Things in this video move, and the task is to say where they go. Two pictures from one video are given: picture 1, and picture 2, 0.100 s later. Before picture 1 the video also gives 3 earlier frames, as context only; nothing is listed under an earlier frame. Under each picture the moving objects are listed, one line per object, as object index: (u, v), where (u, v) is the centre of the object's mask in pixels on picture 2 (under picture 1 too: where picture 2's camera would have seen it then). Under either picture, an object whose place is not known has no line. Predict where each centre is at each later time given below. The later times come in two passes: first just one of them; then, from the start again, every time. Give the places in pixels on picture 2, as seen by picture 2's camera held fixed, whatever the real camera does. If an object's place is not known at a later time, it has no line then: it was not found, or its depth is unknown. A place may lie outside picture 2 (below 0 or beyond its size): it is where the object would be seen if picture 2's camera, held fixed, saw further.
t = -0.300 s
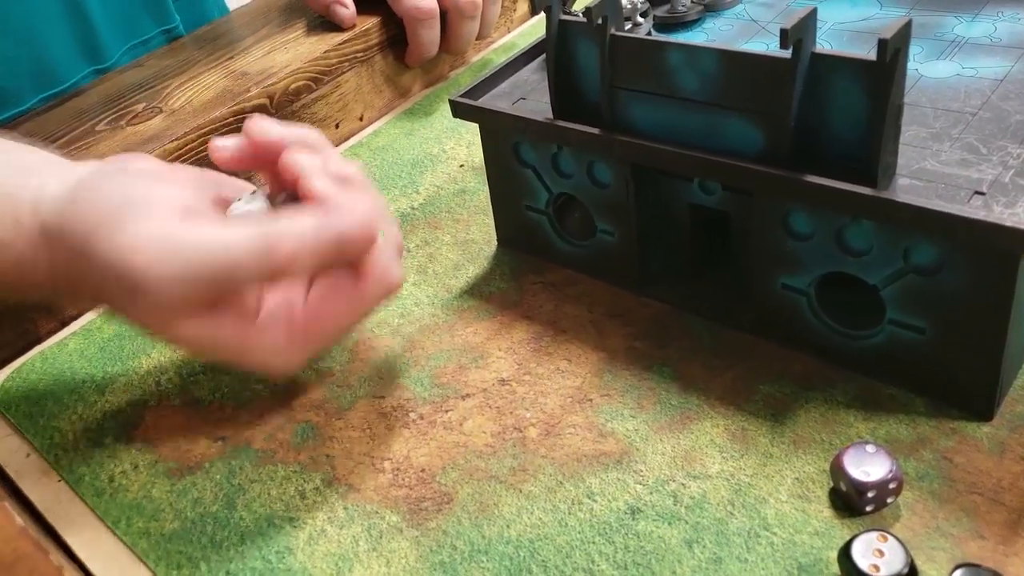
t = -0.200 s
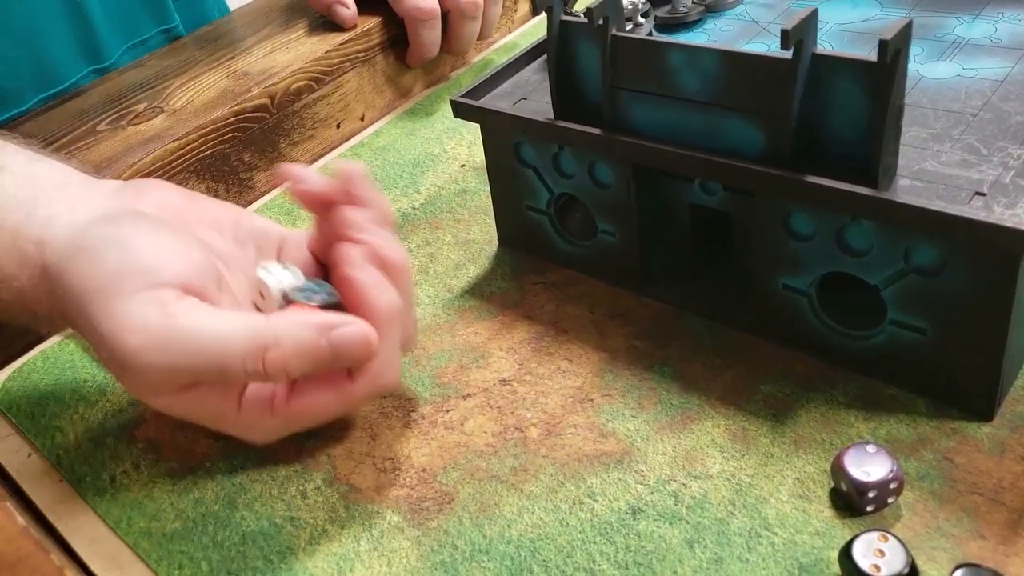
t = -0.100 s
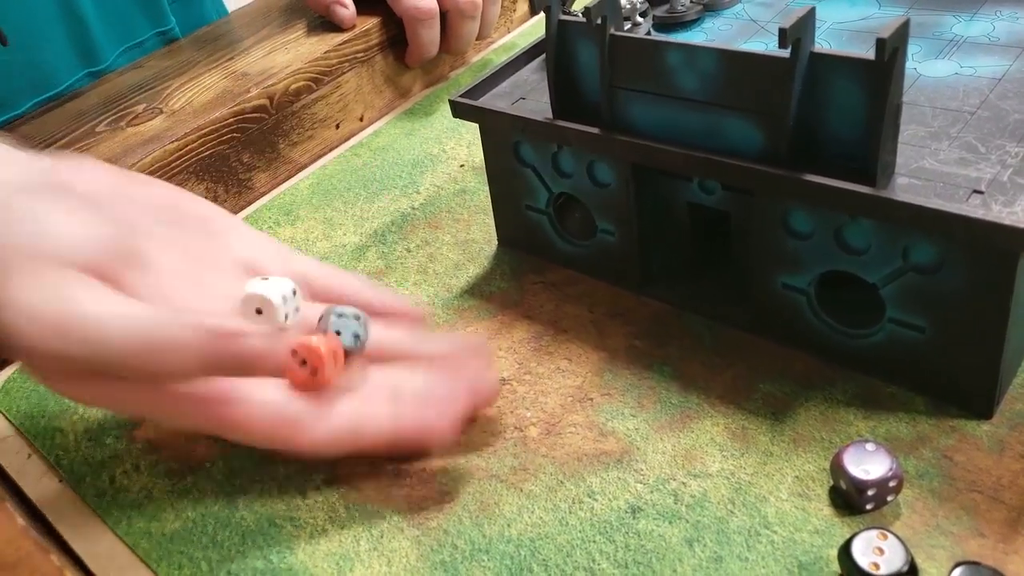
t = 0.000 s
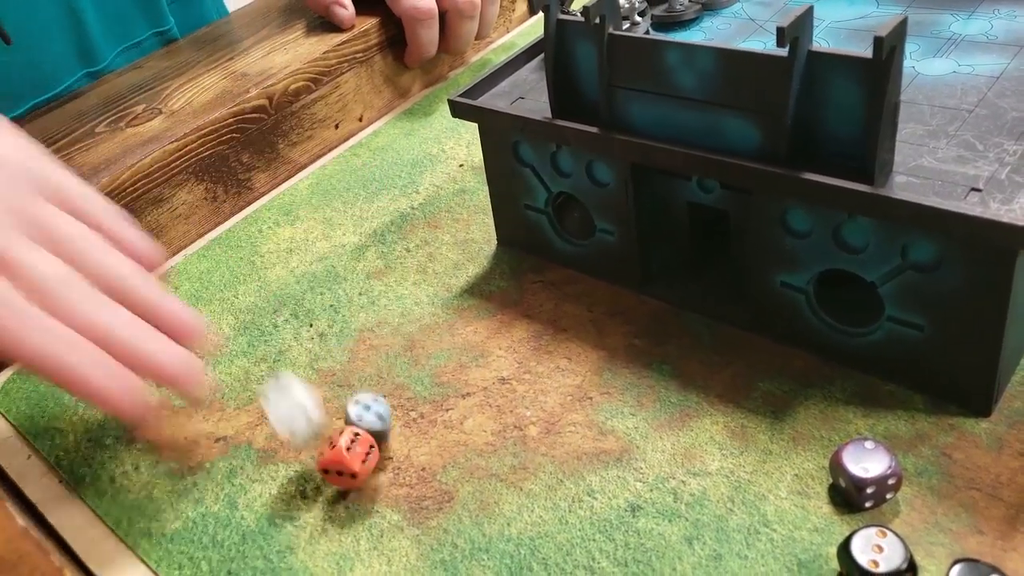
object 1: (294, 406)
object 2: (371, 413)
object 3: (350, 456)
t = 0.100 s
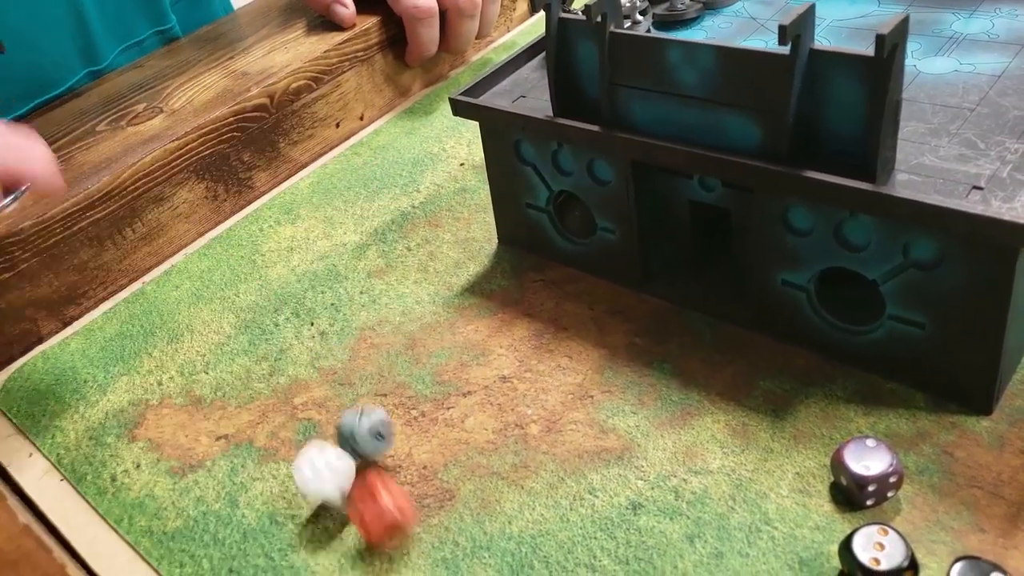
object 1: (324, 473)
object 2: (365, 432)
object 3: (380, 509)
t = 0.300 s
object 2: (440, 453)
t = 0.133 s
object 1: (330, 504)
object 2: (375, 444)
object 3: (402, 532)
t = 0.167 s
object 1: (341, 526)
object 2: (383, 451)
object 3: (425, 554)
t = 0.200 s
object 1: (357, 543)
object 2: (398, 454)
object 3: (453, 561)
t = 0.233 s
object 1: (375, 551)
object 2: (411, 455)
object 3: (477, 570)
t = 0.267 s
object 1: (388, 558)
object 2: (426, 455)
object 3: (497, 574)
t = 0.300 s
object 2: (440, 453)
